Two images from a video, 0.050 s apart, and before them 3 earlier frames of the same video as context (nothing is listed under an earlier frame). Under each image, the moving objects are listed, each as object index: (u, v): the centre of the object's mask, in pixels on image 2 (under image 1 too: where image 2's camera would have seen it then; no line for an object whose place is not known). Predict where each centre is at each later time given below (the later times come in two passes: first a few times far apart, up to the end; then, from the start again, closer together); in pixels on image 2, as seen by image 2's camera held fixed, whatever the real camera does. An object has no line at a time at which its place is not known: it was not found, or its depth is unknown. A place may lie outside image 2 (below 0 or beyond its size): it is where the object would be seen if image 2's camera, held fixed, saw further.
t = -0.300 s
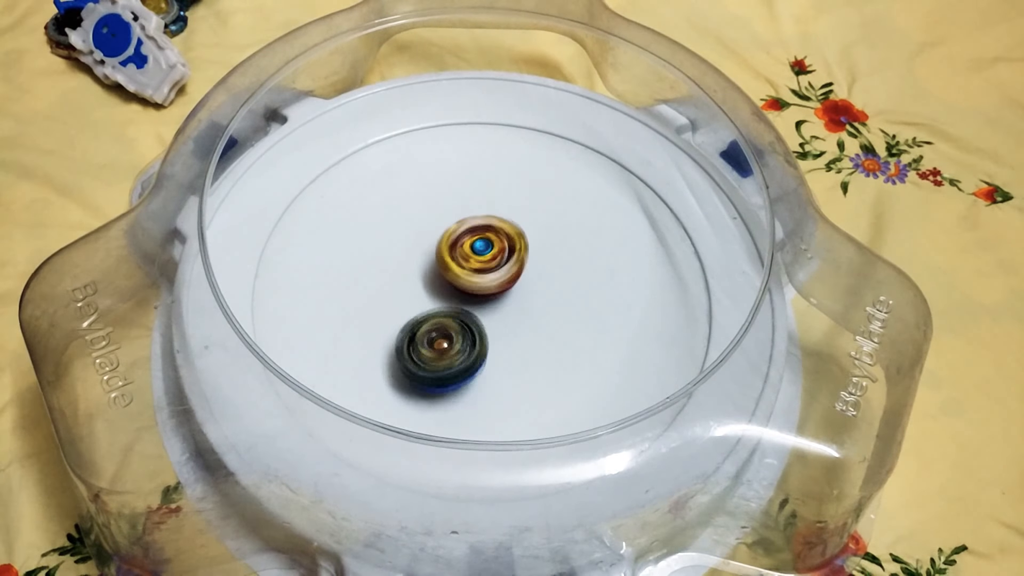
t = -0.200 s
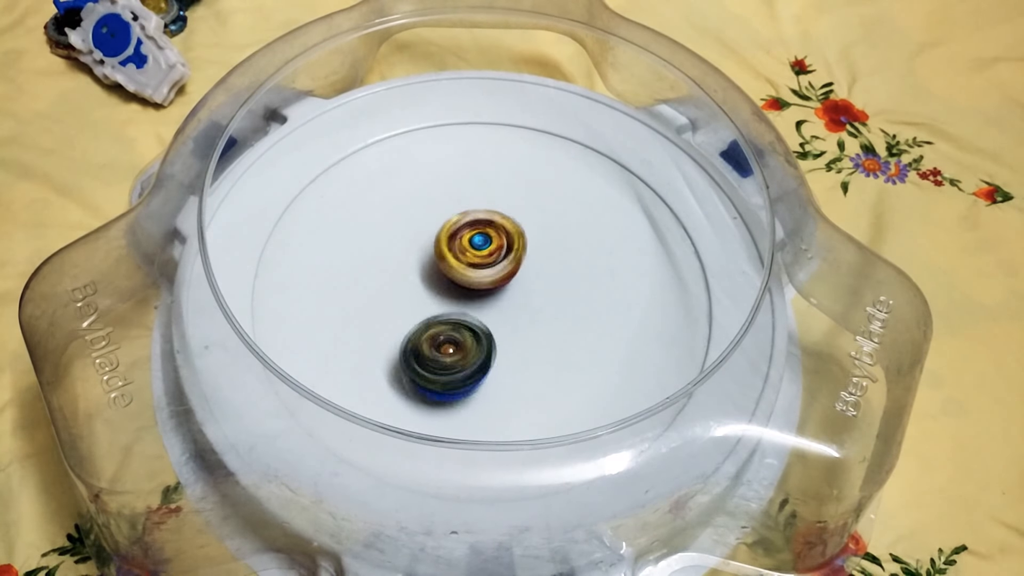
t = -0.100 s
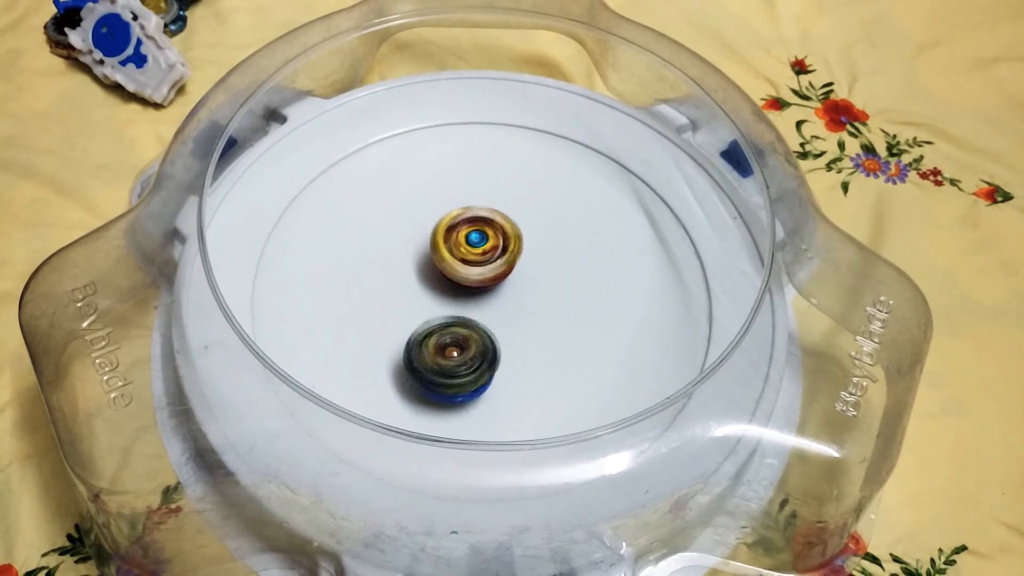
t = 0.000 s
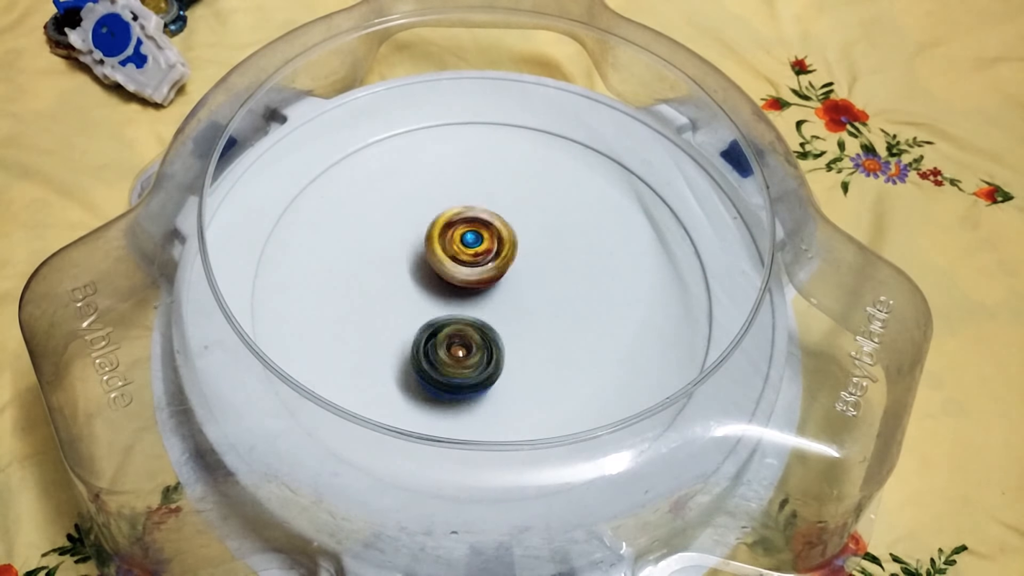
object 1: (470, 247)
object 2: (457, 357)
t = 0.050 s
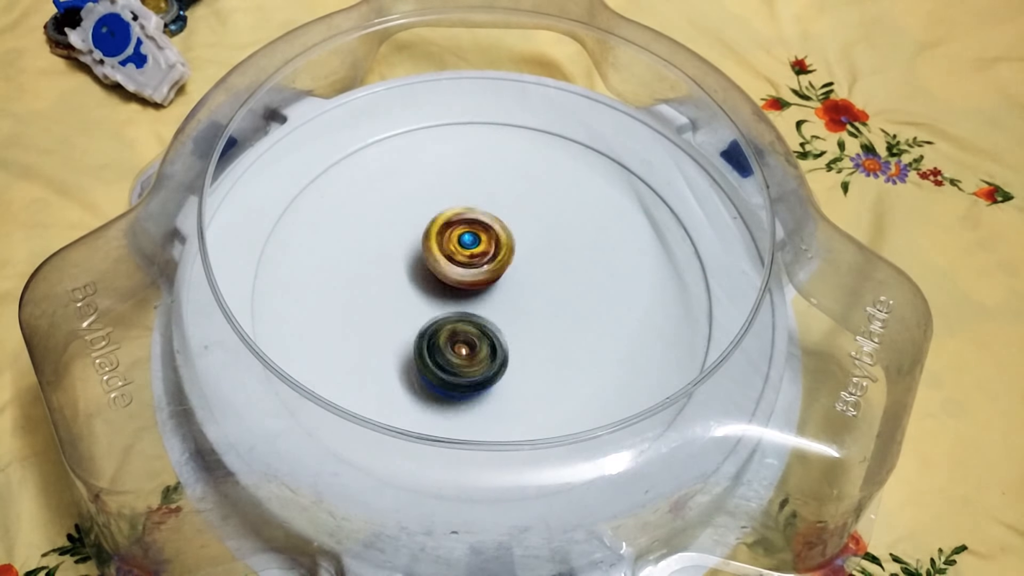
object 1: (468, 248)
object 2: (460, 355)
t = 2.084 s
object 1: (462, 283)
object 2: (558, 275)
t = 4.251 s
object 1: (470, 295)
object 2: (495, 221)
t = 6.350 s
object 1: (490, 295)
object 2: (413, 247)
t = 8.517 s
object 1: (510, 286)
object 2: (414, 292)
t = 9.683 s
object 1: (512, 264)
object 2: (401, 328)
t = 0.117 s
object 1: (466, 249)
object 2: (465, 353)
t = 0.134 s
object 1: (465, 251)
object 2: (466, 352)
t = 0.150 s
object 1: (464, 252)
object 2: (468, 351)
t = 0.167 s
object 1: (465, 252)
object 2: (469, 351)
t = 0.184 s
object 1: (464, 254)
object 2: (471, 350)
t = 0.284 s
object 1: (465, 262)
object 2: (482, 346)
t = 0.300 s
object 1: (464, 263)
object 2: (484, 345)
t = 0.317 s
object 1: (466, 263)
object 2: (488, 344)
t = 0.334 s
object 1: (465, 265)
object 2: (489, 344)
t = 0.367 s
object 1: (464, 263)
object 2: (497, 347)
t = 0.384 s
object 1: (463, 263)
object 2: (502, 349)
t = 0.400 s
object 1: (463, 261)
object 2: (506, 349)
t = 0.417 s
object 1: (464, 262)
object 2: (509, 350)
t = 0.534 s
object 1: (465, 261)
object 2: (534, 356)
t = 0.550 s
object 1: (465, 262)
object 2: (537, 356)
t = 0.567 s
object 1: (464, 263)
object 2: (538, 357)
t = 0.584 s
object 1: (465, 262)
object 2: (541, 357)
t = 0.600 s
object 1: (465, 262)
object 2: (543, 356)
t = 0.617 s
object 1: (464, 262)
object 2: (544, 357)
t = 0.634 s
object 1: (465, 262)
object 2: (545, 357)
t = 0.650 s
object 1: (465, 263)
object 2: (547, 356)
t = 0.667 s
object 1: (465, 262)
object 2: (549, 357)
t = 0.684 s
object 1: (466, 263)
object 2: (550, 356)
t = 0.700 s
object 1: (466, 263)
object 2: (551, 356)
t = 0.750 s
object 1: (467, 264)
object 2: (554, 354)
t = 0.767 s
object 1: (468, 265)
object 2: (554, 353)
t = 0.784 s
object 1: (468, 266)
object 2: (555, 353)
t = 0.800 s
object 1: (469, 265)
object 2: (555, 352)
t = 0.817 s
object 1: (470, 266)
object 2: (555, 350)
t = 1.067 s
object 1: (481, 270)
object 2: (554, 325)
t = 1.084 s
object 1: (481, 270)
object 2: (554, 322)
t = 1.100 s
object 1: (480, 269)
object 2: (555, 320)
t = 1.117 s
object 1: (482, 268)
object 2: (556, 319)
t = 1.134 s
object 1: (480, 268)
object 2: (557, 318)
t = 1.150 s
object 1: (480, 265)
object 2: (559, 318)
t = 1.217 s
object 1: (480, 263)
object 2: (560, 313)
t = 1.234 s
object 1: (478, 261)
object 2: (561, 312)
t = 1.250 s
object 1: (478, 260)
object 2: (563, 310)
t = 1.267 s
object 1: (476, 261)
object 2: (564, 310)
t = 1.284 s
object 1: (477, 260)
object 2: (564, 310)
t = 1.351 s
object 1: (474, 258)
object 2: (566, 306)
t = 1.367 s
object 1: (472, 258)
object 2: (566, 305)
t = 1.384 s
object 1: (473, 258)
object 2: (567, 304)
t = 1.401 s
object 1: (471, 259)
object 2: (567, 304)
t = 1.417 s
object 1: (471, 258)
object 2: (567, 304)
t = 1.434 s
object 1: (471, 259)
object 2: (567, 303)
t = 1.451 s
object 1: (469, 259)
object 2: (566, 302)
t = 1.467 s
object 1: (469, 258)
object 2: (566, 302)
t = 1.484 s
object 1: (469, 260)
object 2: (565, 301)
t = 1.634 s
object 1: (466, 265)
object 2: (558, 293)
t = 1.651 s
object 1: (468, 266)
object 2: (558, 293)
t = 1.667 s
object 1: (467, 267)
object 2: (557, 292)
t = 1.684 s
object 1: (467, 267)
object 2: (557, 291)
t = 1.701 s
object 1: (466, 269)
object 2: (559, 290)
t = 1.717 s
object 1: (464, 269)
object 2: (560, 291)
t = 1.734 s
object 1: (464, 269)
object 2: (560, 291)
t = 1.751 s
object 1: (463, 271)
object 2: (560, 290)
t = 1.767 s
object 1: (464, 270)
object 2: (560, 290)
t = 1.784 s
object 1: (464, 271)
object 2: (558, 289)
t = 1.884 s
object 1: (464, 276)
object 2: (559, 281)
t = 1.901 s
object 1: (465, 276)
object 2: (558, 281)
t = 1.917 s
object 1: (466, 278)
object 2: (558, 279)
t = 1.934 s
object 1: (463, 278)
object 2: (560, 279)
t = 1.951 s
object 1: (463, 278)
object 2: (561, 279)
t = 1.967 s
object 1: (462, 280)
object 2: (562, 279)
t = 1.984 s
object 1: (462, 280)
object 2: (561, 279)
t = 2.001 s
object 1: (463, 281)
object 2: (559, 279)
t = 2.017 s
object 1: (461, 281)
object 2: (558, 278)
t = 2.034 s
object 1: (462, 280)
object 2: (558, 276)
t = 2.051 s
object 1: (461, 282)
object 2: (558, 276)
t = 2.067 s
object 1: (460, 282)
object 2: (558, 274)
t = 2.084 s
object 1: (462, 283)
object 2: (558, 275)
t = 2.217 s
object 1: (465, 286)
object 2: (557, 271)
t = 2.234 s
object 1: (464, 286)
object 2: (557, 270)
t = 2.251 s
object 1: (465, 285)
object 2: (556, 270)
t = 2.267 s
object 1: (465, 287)
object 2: (556, 270)
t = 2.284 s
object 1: (461, 286)
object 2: (560, 269)
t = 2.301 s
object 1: (460, 289)
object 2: (563, 268)
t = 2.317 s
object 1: (457, 289)
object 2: (564, 267)
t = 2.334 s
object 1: (456, 289)
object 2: (565, 268)
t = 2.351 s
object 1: (455, 291)
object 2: (565, 267)
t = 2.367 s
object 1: (454, 290)
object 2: (564, 267)
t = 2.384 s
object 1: (454, 291)
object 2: (563, 266)
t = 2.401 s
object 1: (453, 292)
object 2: (562, 266)
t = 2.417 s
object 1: (454, 292)
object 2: (562, 264)
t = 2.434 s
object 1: (453, 293)
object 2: (563, 264)
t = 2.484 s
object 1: (453, 295)
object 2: (563, 264)
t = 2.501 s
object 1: (455, 295)
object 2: (562, 263)
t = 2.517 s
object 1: (454, 297)
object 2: (561, 264)
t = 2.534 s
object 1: (456, 297)
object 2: (560, 263)
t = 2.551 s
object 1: (455, 298)
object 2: (559, 263)
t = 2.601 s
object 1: (457, 299)
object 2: (557, 261)
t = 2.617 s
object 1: (459, 298)
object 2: (556, 261)
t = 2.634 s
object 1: (459, 300)
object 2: (555, 260)
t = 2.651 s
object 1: (460, 299)
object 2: (554, 261)
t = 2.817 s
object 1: (470, 294)
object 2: (543, 252)
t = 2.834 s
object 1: (469, 295)
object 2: (542, 250)
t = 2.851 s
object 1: (470, 293)
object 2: (540, 249)
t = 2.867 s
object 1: (471, 293)
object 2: (539, 247)
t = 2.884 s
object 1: (469, 293)
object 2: (539, 244)
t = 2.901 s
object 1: (469, 294)
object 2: (540, 242)
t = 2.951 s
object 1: (469, 295)
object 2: (539, 236)
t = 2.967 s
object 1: (469, 293)
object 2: (539, 234)
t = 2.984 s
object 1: (469, 294)
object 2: (540, 232)
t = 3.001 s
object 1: (467, 294)
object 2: (541, 231)
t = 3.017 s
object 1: (467, 294)
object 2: (541, 230)
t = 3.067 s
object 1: (468, 293)
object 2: (541, 227)
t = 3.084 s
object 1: (468, 292)
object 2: (540, 227)
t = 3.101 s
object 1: (468, 293)
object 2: (540, 226)
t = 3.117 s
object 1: (467, 291)
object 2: (540, 225)
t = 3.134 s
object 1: (467, 292)
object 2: (540, 224)
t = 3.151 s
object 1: (467, 292)
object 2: (540, 223)
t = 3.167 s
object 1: (469, 290)
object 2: (539, 224)
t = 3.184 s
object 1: (469, 290)
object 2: (539, 223)
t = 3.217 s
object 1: (469, 290)
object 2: (538, 223)
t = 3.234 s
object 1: (468, 288)
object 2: (538, 224)
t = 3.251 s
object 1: (468, 288)
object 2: (537, 223)
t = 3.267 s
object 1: (468, 288)
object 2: (537, 224)
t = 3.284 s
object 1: (470, 287)
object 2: (536, 224)
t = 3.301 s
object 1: (469, 286)
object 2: (536, 224)
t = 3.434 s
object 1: (469, 281)
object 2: (528, 225)
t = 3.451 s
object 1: (469, 281)
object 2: (526, 225)
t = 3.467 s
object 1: (468, 279)
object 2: (524, 225)
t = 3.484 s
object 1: (467, 280)
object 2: (523, 225)
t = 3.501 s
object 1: (466, 280)
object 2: (523, 224)
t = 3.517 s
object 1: (466, 281)
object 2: (522, 223)
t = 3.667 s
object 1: (462, 279)
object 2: (513, 217)
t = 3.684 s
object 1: (461, 279)
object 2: (512, 218)
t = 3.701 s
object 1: (462, 278)
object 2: (511, 216)
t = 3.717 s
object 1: (459, 279)
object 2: (510, 216)
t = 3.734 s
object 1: (460, 278)
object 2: (509, 215)
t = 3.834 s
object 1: (459, 278)
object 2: (505, 214)
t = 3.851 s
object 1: (459, 278)
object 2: (504, 214)
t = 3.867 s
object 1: (458, 278)
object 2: (503, 213)
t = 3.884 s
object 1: (459, 278)
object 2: (503, 213)
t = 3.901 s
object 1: (458, 280)
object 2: (504, 212)
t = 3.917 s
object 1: (459, 280)
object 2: (506, 212)
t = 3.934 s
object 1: (459, 281)
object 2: (506, 213)
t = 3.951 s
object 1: (459, 280)
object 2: (506, 214)
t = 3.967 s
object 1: (460, 281)
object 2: (505, 214)
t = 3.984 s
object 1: (459, 282)
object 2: (504, 215)
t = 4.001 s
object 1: (460, 283)
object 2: (502, 214)
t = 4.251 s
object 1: (470, 295)
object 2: (495, 221)
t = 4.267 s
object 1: (470, 296)
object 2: (492, 220)
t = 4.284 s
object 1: (472, 297)
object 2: (490, 221)
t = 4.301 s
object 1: (471, 297)
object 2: (490, 220)
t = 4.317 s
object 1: (474, 296)
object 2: (489, 220)
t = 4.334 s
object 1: (475, 297)
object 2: (489, 219)
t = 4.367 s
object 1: (478, 297)
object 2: (489, 220)
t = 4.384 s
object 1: (480, 295)
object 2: (487, 220)
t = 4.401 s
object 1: (481, 296)
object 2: (487, 220)
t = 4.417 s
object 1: (482, 296)
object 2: (484, 220)
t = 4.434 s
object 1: (485, 298)
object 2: (482, 219)
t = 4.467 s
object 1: (488, 299)
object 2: (482, 217)
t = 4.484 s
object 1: (489, 299)
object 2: (481, 218)
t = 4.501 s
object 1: (491, 299)
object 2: (481, 217)
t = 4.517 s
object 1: (490, 298)
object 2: (480, 217)
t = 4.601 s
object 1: (497, 296)
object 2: (475, 214)
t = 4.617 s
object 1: (497, 295)
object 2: (474, 214)
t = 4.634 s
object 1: (499, 293)
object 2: (474, 214)
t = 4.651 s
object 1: (498, 293)
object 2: (473, 214)
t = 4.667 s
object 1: (499, 292)
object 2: (473, 214)
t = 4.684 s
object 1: (498, 292)
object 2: (472, 214)
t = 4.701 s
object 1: (500, 290)
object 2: (471, 214)
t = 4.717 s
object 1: (499, 290)
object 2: (470, 214)
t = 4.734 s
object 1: (500, 288)
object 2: (469, 214)
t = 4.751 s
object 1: (500, 288)
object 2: (469, 214)
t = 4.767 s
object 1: (500, 285)
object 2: (468, 214)
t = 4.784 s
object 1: (499, 285)
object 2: (468, 214)
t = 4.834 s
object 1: (499, 284)
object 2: (467, 212)
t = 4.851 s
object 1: (499, 284)
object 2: (468, 212)
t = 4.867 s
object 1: (499, 282)
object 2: (467, 212)
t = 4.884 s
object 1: (499, 283)
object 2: (467, 213)
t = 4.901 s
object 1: (498, 283)
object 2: (465, 212)
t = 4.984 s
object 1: (499, 287)
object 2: (465, 211)
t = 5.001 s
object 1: (497, 287)
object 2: (464, 211)
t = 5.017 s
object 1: (498, 289)
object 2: (463, 211)
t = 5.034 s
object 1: (496, 289)
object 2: (461, 211)
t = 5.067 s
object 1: (496, 291)
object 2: (459, 211)
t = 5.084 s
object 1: (498, 291)
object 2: (459, 210)
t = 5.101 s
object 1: (497, 291)
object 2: (459, 210)
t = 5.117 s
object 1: (497, 291)
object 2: (458, 211)
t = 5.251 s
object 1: (497, 293)
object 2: (452, 215)
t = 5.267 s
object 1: (496, 295)
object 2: (452, 215)
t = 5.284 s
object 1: (497, 294)
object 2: (451, 217)
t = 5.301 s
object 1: (495, 295)
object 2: (451, 218)
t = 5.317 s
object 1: (496, 294)
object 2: (450, 219)
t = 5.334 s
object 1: (495, 296)
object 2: (449, 220)
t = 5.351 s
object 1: (497, 295)
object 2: (447, 221)
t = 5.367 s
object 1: (496, 295)
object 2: (445, 222)
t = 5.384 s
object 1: (496, 294)
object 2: (444, 222)
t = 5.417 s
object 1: (495, 294)
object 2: (442, 223)
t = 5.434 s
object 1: (494, 295)
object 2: (440, 224)
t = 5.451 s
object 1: (494, 295)
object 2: (439, 225)
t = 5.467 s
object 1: (494, 296)
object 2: (436, 225)
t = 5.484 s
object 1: (495, 294)
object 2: (435, 226)
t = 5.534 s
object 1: (492, 295)
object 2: (431, 226)
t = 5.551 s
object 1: (493, 294)
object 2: (430, 227)
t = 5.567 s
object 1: (491, 294)
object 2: (429, 227)
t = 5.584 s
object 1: (491, 294)
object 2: (428, 227)
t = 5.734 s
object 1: (486, 294)
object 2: (423, 229)
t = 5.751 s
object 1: (486, 292)
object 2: (422, 229)
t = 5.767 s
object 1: (485, 293)
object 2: (421, 228)
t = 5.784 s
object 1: (485, 292)
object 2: (421, 229)
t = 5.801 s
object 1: (484, 294)
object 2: (421, 229)
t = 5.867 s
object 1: (481, 294)
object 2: (421, 232)
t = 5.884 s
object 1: (482, 292)
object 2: (421, 233)
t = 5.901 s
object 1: (481, 293)
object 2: (419, 234)
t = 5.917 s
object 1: (481, 293)
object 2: (418, 235)
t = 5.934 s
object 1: (482, 295)
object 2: (418, 234)
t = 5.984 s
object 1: (482, 296)
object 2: (420, 233)
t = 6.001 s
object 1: (482, 298)
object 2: (420, 236)
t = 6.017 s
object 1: (482, 296)
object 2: (421, 236)
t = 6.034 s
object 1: (481, 298)
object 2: (421, 237)
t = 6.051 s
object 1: (482, 298)
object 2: (420, 239)
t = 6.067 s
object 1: (483, 300)
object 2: (418, 241)
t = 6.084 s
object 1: (484, 298)
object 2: (417, 242)
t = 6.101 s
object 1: (484, 300)
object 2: (416, 242)
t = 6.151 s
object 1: (486, 298)
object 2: (417, 244)
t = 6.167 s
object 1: (485, 299)
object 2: (416, 244)
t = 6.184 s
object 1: (486, 299)
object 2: (417, 245)
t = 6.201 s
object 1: (486, 300)
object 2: (416, 246)
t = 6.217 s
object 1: (486, 298)
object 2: (416, 247)
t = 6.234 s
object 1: (486, 299)
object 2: (414, 248)
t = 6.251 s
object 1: (487, 297)
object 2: (414, 248)
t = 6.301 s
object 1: (486, 296)
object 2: (412, 249)
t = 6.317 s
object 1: (488, 295)
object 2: (411, 249)
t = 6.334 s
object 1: (488, 296)
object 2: (411, 248)
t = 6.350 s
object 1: (490, 295)
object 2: (413, 247)
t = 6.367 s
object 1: (490, 295)
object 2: (413, 248)
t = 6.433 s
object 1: (493, 294)
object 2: (408, 249)
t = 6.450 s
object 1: (496, 293)
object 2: (408, 248)
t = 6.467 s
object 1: (497, 293)
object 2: (408, 248)
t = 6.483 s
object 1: (499, 291)
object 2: (410, 248)
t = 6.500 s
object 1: (497, 291)
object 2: (412, 248)
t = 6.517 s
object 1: (498, 290)
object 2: (412, 249)
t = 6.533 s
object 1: (497, 291)
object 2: (413, 249)
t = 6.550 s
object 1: (500, 290)
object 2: (413, 250)
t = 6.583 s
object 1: (501, 288)
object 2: (412, 250)
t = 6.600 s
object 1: (501, 287)
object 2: (413, 249)
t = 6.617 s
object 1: (502, 286)
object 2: (413, 250)
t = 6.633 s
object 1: (501, 284)
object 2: (414, 251)
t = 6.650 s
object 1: (500, 284)
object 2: (416, 250)
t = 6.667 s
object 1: (502, 283)
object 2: (413, 252)
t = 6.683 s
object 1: (504, 283)
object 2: (413, 251)
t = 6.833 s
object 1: (511, 277)
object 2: (417, 252)
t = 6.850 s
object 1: (509, 277)
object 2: (418, 251)
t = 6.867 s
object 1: (510, 276)
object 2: (419, 253)
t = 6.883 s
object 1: (508, 275)
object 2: (420, 254)
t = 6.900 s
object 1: (513, 275)
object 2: (417, 254)
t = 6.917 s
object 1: (514, 273)
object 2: (415, 255)
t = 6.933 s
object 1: (516, 273)
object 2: (413, 254)
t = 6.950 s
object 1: (516, 272)
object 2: (413, 254)
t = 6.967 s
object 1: (516, 273)
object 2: (413, 254)
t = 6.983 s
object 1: (516, 270)
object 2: (414, 255)
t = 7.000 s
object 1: (515, 270)
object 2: (414, 255)
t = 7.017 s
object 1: (516, 269)
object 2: (414, 256)
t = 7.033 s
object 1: (515, 270)
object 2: (415, 257)
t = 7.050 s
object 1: (517, 268)
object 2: (414, 258)
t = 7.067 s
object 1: (516, 267)
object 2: (413, 258)
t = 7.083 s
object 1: (516, 267)
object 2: (412, 259)
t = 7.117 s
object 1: (515, 266)
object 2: (411, 259)
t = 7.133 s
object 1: (513, 264)
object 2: (411, 258)
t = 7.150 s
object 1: (511, 266)
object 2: (412, 258)
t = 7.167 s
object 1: (511, 265)
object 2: (413, 259)
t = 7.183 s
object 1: (509, 266)
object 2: (414, 259)
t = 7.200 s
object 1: (509, 265)
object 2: (415, 260)
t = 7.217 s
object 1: (508, 266)
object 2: (415, 261)
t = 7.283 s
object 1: (504, 265)
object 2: (410, 266)
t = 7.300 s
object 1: (504, 267)
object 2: (410, 264)
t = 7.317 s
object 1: (503, 267)
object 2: (411, 264)
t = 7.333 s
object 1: (504, 269)
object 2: (411, 263)
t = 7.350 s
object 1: (506, 269)
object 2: (410, 262)
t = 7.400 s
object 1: (507, 272)
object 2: (413, 264)
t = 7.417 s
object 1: (508, 273)
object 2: (413, 264)
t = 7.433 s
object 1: (506, 274)
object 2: (412, 266)
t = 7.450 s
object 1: (508, 275)
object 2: (412, 267)
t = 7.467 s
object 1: (508, 275)
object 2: (411, 268)
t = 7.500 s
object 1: (509, 276)
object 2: (409, 267)
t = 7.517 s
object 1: (510, 278)
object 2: (408, 268)
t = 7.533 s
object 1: (510, 277)
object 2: (408, 267)
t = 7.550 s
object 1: (510, 278)
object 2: (409, 268)
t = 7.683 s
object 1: (513, 281)
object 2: (410, 274)
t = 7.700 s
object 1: (513, 282)
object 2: (410, 274)
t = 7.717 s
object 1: (514, 281)
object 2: (410, 274)
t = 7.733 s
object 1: (512, 282)
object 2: (411, 275)
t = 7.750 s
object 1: (513, 283)
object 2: (412, 275)
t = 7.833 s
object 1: (513, 284)
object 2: (412, 280)
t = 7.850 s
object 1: (512, 285)
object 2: (411, 283)
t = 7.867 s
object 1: (513, 284)
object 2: (412, 283)
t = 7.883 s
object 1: (511, 285)
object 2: (414, 283)
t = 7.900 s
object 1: (511, 285)
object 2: (414, 284)
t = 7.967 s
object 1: (509, 287)
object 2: (414, 287)
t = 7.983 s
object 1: (509, 287)
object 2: (413, 287)
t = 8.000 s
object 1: (508, 288)
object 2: (414, 288)
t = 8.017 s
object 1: (509, 287)
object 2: (414, 288)
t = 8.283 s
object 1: (508, 291)
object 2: (410, 293)
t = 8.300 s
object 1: (509, 291)
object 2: (406, 292)
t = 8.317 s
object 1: (510, 291)
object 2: (406, 291)
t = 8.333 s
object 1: (511, 290)
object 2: (406, 290)
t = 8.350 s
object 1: (509, 290)
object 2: (407, 289)
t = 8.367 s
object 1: (510, 290)
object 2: (409, 290)
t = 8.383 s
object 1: (508, 290)
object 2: (412, 290)
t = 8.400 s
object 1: (510, 290)
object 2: (415, 291)
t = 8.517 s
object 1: (510, 286)
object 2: (414, 292)
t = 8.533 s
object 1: (510, 285)
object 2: (415, 293)
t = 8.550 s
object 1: (509, 286)
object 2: (416, 294)
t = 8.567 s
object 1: (513, 285)
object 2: (414, 295)
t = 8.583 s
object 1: (516, 283)
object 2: (410, 296)
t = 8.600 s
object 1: (518, 283)
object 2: (409, 295)
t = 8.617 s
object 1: (519, 280)
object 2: (408, 294)
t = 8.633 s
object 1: (517, 280)
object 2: (409, 294)
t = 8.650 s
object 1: (518, 279)
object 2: (410, 294)
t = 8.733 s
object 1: (515, 279)
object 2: (415, 298)
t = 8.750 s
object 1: (514, 278)
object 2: (414, 300)
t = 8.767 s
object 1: (515, 278)
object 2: (414, 301)
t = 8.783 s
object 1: (514, 276)
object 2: (413, 300)
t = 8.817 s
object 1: (511, 275)
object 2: (412, 300)
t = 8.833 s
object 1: (508, 275)
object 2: (413, 301)
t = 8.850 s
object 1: (506, 276)
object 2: (414, 301)
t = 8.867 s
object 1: (506, 276)
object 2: (412, 301)
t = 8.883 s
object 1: (506, 278)
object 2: (411, 302)
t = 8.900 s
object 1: (507, 277)
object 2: (410, 302)
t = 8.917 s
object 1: (505, 277)
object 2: (411, 301)
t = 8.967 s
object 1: (505, 277)
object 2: (409, 302)
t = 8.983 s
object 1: (506, 277)
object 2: (407, 302)
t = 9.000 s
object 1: (505, 277)
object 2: (406, 302)
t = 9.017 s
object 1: (505, 277)
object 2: (407, 300)
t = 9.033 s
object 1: (505, 277)
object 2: (409, 300)
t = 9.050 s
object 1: (504, 278)
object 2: (410, 301)
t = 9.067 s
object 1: (505, 278)
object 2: (412, 302)
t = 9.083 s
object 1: (504, 279)
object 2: (413, 304)
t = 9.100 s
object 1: (506, 280)
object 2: (413, 305)
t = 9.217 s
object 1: (505, 279)
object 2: (412, 309)
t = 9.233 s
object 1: (506, 279)
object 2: (412, 310)
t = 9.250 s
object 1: (504, 279)
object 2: (412, 311)
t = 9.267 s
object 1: (504, 281)
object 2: (413, 311)
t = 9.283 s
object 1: (505, 280)
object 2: (414, 311)
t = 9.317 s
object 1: (506, 281)
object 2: (415, 314)
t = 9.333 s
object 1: (505, 281)
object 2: (416, 315)
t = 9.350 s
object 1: (505, 282)
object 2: (418, 313)
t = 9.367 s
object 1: (505, 281)
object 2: (417, 316)
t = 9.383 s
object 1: (504, 282)
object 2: (417, 317)
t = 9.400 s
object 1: (504, 281)
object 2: (419, 317)
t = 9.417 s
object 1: (503, 281)
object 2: (419, 318)
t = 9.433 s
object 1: (505, 282)
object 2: (415, 320)
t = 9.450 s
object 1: (509, 279)
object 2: (410, 322)
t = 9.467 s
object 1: (510, 278)
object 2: (407, 324)
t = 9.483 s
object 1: (514, 278)
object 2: (403, 326)
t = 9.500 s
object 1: (515, 276)
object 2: (401, 326)
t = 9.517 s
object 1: (513, 276)
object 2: (399, 327)
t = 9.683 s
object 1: (512, 264)
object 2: (401, 328)
